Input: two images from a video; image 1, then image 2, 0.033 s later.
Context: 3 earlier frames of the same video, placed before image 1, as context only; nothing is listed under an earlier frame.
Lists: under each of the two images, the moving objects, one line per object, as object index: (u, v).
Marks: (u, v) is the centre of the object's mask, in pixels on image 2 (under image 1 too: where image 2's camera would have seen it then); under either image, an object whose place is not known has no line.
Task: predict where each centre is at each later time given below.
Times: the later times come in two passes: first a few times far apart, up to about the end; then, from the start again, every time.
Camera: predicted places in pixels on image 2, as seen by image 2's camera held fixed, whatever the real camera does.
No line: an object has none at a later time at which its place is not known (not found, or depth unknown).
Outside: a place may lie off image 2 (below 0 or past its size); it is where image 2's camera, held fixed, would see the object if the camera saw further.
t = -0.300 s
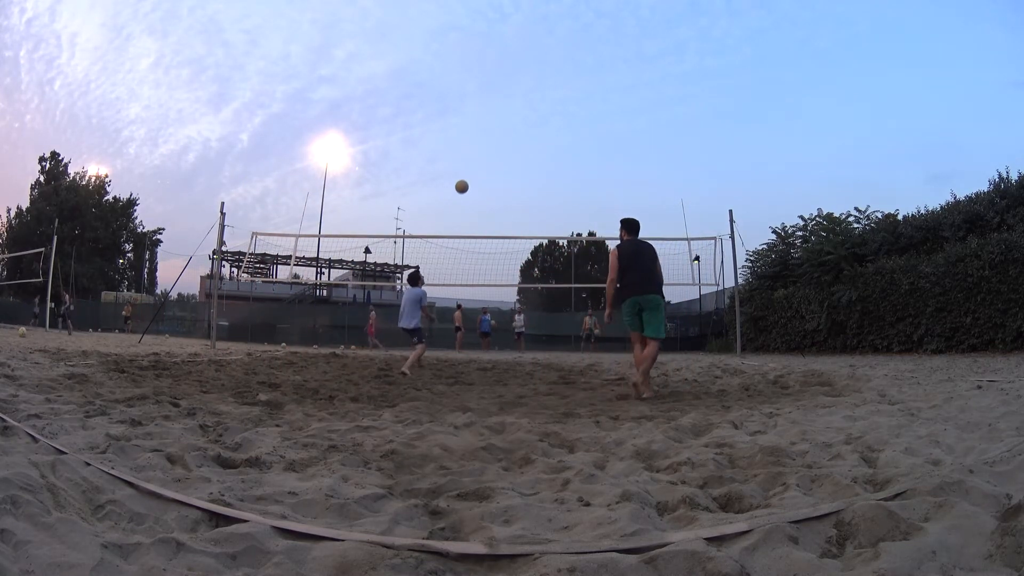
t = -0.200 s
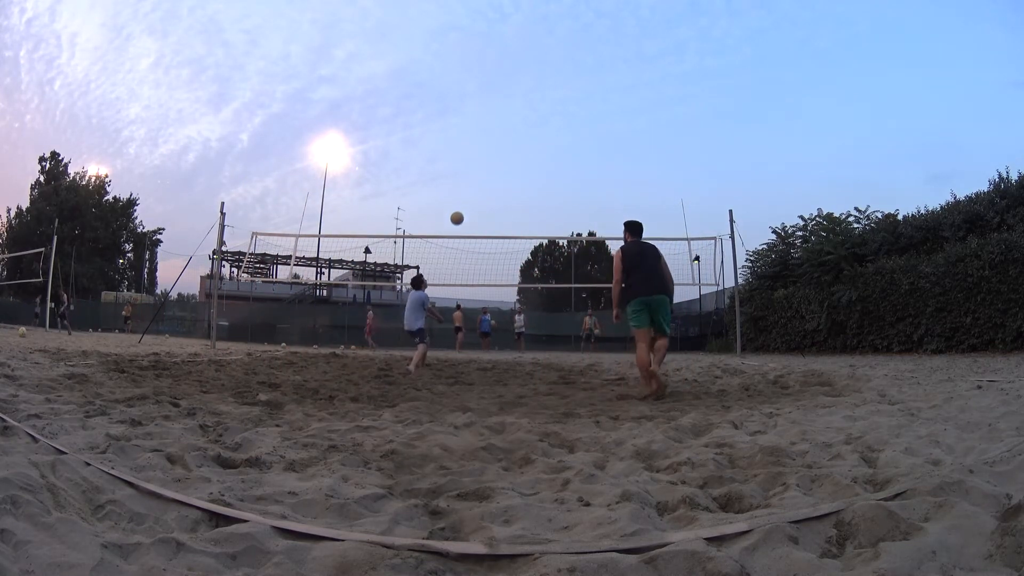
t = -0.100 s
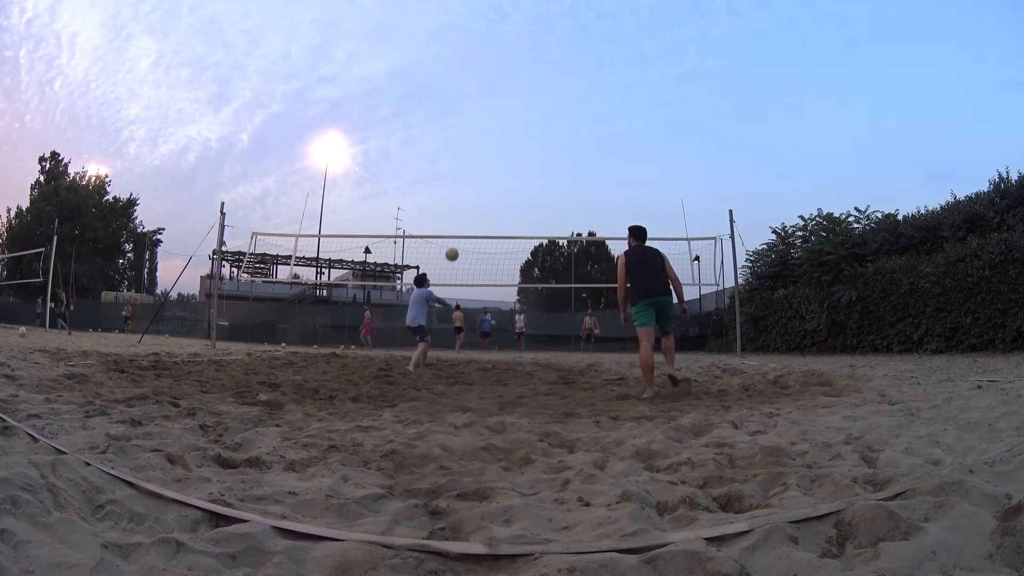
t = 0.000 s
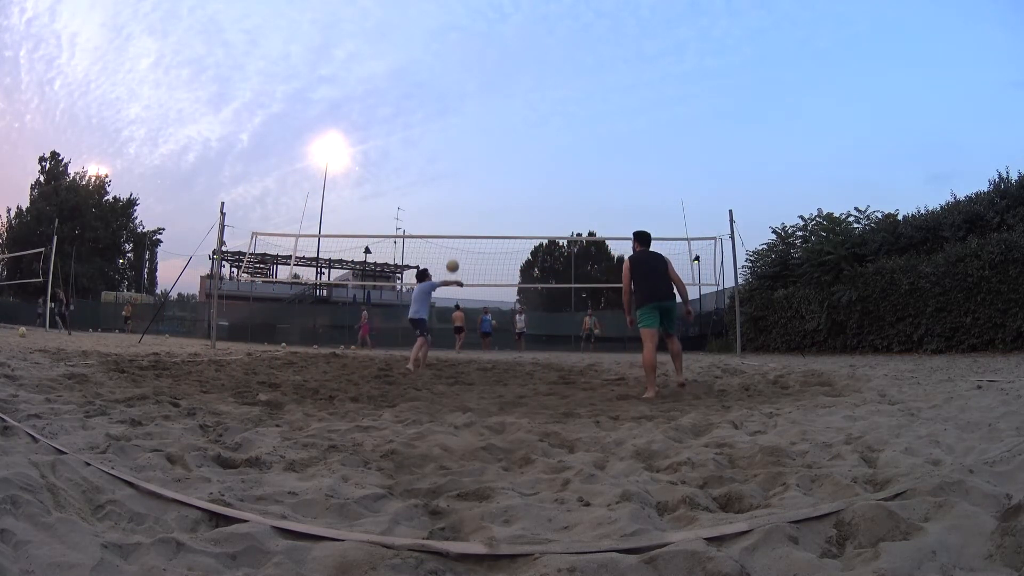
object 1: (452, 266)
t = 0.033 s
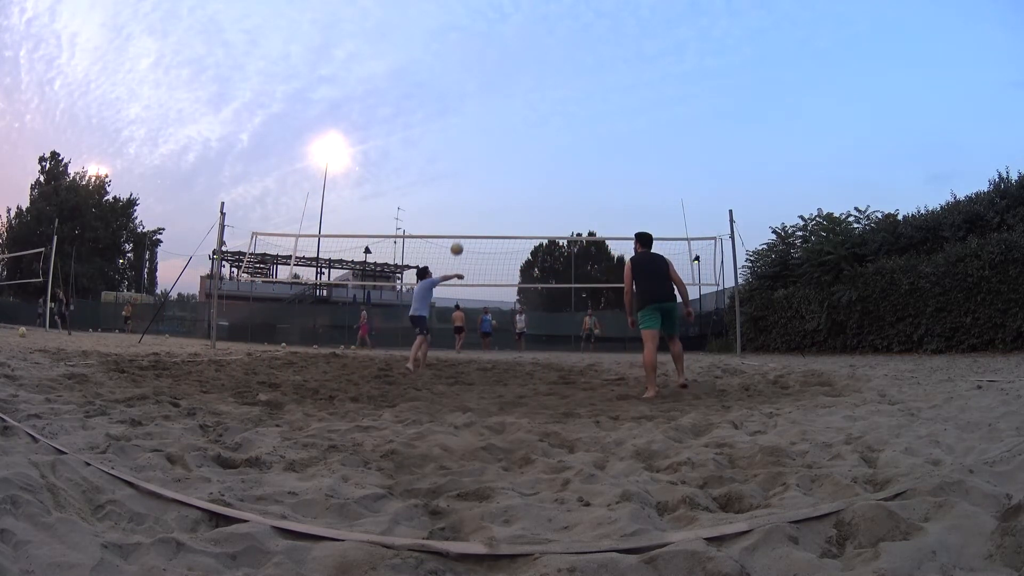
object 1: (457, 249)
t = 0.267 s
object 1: (486, 154)
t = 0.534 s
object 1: (518, 95)
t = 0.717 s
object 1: (538, 79)
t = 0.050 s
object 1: (459, 241)
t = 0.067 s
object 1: (461, 233)
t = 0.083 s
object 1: (463, 225)
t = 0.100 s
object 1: (465, 217)
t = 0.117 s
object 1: (467, 210)
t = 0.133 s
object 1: (470, 203)
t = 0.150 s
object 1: (472, 196)
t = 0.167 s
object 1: (474, 189)
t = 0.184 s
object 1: (476, 183)
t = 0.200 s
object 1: (478, 177)
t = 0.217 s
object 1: (480, 171)
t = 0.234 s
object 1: (482, 165)
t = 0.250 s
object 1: (484, 159)
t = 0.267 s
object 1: (486, 154)
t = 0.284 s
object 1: (488, 149)
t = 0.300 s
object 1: (490, 144)
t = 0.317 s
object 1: (493, 139)
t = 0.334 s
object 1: (495, 135)
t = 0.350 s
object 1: (497, 131)
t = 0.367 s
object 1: (499, 127)
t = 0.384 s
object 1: (501, 123)
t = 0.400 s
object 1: (502, 119)
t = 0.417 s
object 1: (505, 116)
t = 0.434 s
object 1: (506, 112)
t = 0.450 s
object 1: (508, 109)
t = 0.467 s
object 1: (510, 106)
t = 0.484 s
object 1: (512, 103)
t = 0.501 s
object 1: (514, 101)
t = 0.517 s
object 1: (516, 98)
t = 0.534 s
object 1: (518, 95)
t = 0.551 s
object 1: (520, 93)
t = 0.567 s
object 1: (522, 91)
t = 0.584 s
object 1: (523, 89)
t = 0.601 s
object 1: (525, 87)
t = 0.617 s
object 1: (527, 86)
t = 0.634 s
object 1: (529, 84)
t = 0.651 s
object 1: (531, 83)
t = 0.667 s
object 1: (533, 82)
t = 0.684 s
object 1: (534, 81)
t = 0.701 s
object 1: (536, 79)
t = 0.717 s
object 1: (538, 79)
